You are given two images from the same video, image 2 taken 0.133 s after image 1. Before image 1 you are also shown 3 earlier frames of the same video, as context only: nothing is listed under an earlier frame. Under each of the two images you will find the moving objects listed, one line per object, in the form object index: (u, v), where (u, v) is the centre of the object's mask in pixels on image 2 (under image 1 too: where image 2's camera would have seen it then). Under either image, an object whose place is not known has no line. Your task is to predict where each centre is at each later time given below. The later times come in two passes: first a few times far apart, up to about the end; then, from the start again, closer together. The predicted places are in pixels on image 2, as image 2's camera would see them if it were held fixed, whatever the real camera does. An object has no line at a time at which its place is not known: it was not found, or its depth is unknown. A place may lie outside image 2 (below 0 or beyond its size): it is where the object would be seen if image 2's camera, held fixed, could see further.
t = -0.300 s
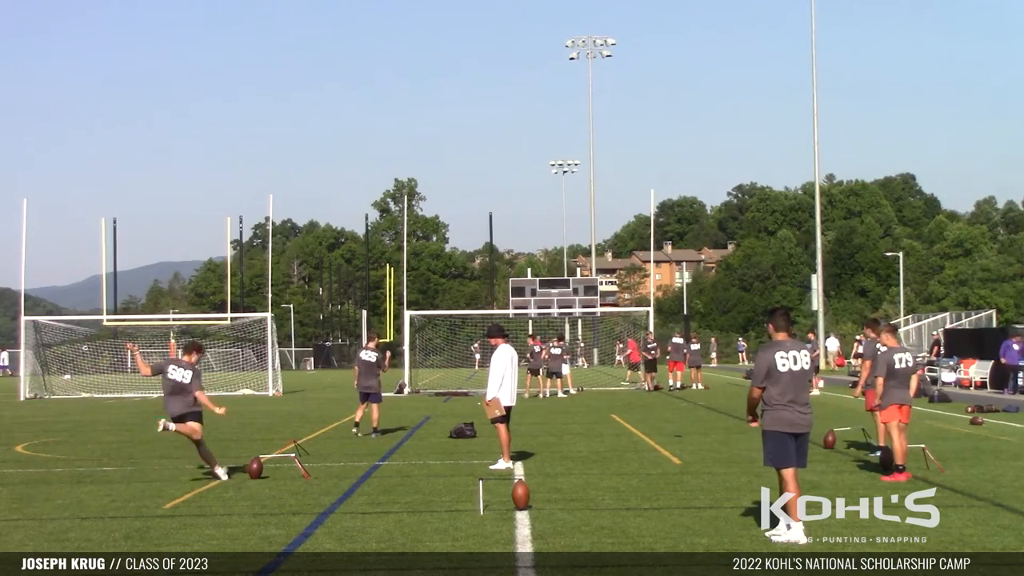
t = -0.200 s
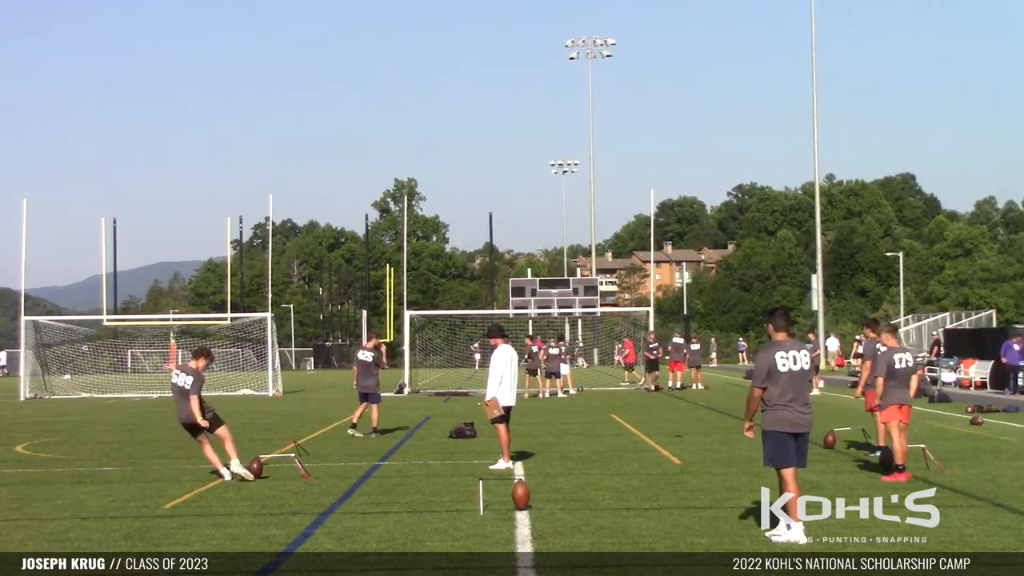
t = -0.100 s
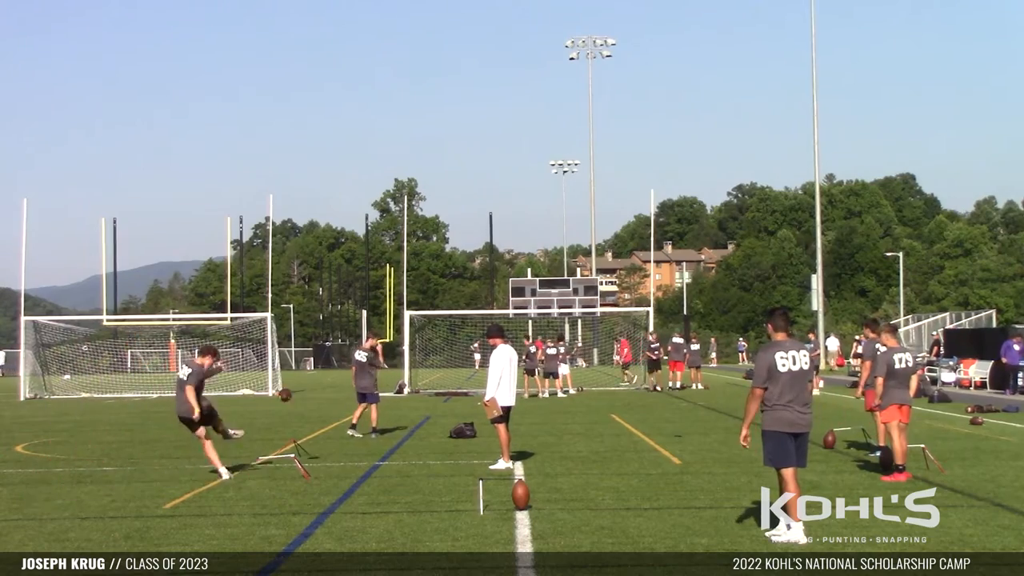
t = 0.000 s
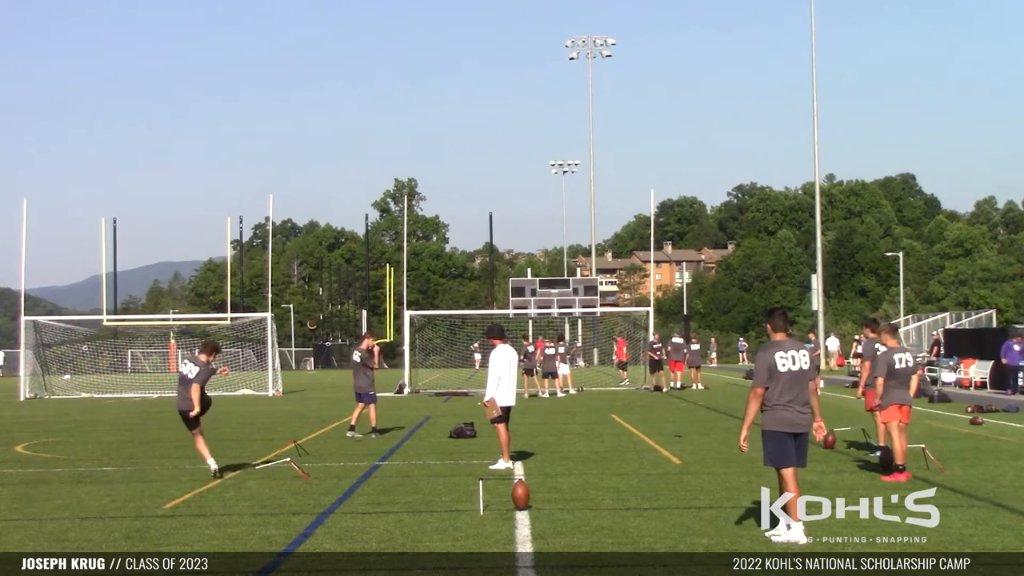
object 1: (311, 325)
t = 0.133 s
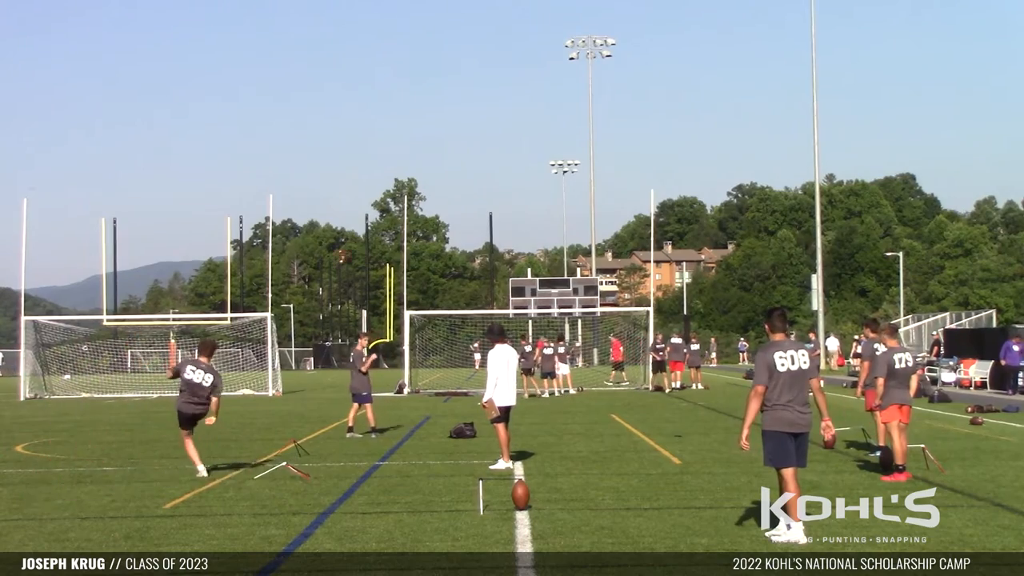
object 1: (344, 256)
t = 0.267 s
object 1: (369, 209)
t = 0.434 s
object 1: (398, 169)
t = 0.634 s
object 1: (426, 141)
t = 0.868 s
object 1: (450, 130)
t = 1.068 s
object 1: (462, 135)
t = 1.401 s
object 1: (468, 169)
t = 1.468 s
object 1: (468, 178)
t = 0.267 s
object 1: (369, 209)
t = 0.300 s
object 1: (375, 200)
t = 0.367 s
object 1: (387, 184)
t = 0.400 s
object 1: (392, 176)
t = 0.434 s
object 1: (398, 169)
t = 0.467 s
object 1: (403, 163)
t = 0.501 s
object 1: (408, 158)
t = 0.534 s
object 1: (413, 153)
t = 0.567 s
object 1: (418, 149)
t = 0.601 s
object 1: (422, 144)
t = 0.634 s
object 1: (426, 141)
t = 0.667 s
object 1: (430, 138)
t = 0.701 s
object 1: (434, 136)
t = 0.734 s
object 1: (438, 134)
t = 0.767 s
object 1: (441, 133)
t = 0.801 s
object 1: (444, 131)
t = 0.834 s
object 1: (447, 130)
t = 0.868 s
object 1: (450, 130)
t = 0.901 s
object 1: (453, 130)
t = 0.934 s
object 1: (455, 130)
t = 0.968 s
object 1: (457, 131)
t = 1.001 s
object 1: (459, 132)
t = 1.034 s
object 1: (460, 133)
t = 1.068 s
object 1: (462, 135)
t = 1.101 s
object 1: (463, 138)
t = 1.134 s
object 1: (464, 140)
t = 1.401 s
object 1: (468, 169)
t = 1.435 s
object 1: (468, 174)
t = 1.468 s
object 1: (468, 178)
